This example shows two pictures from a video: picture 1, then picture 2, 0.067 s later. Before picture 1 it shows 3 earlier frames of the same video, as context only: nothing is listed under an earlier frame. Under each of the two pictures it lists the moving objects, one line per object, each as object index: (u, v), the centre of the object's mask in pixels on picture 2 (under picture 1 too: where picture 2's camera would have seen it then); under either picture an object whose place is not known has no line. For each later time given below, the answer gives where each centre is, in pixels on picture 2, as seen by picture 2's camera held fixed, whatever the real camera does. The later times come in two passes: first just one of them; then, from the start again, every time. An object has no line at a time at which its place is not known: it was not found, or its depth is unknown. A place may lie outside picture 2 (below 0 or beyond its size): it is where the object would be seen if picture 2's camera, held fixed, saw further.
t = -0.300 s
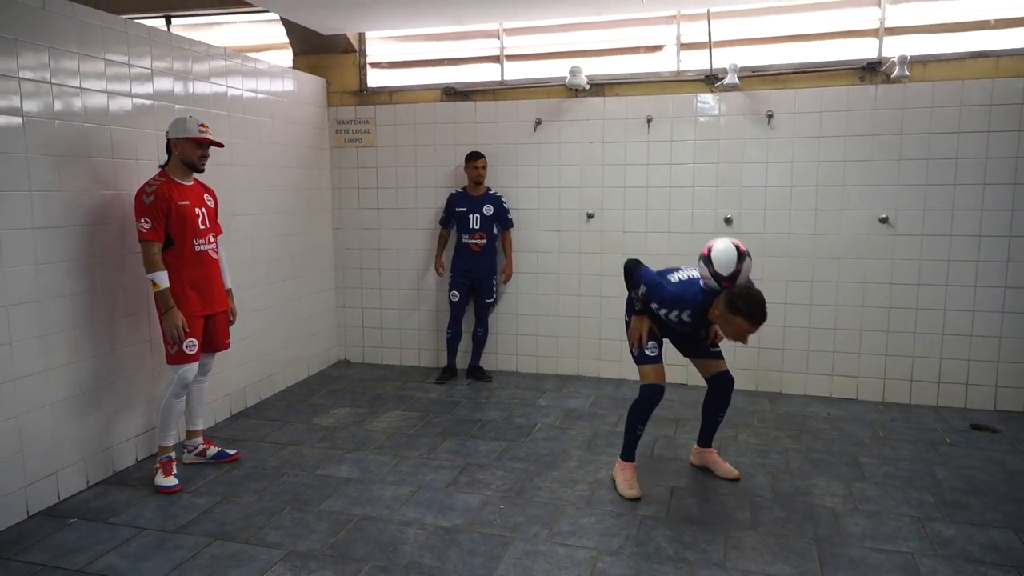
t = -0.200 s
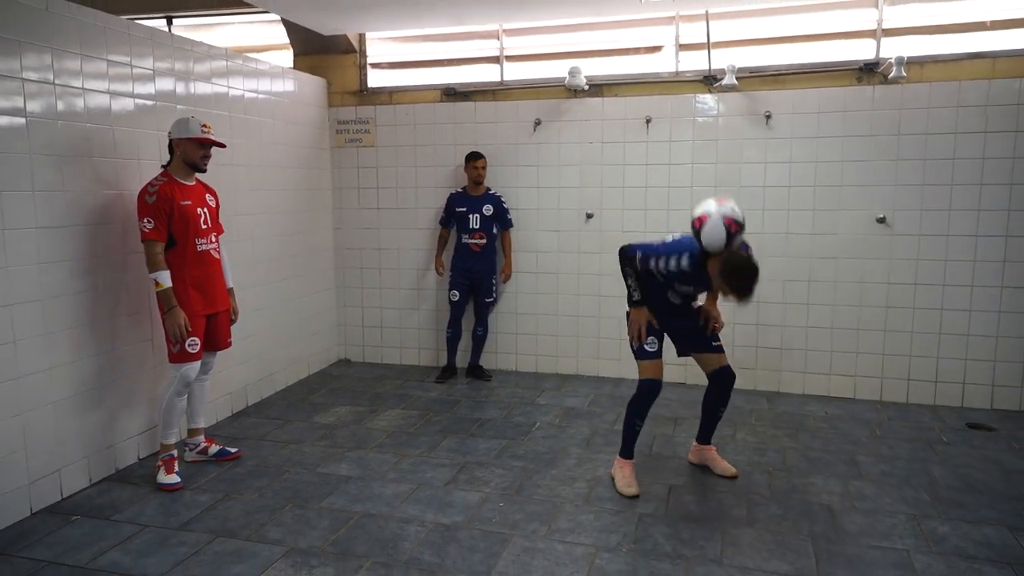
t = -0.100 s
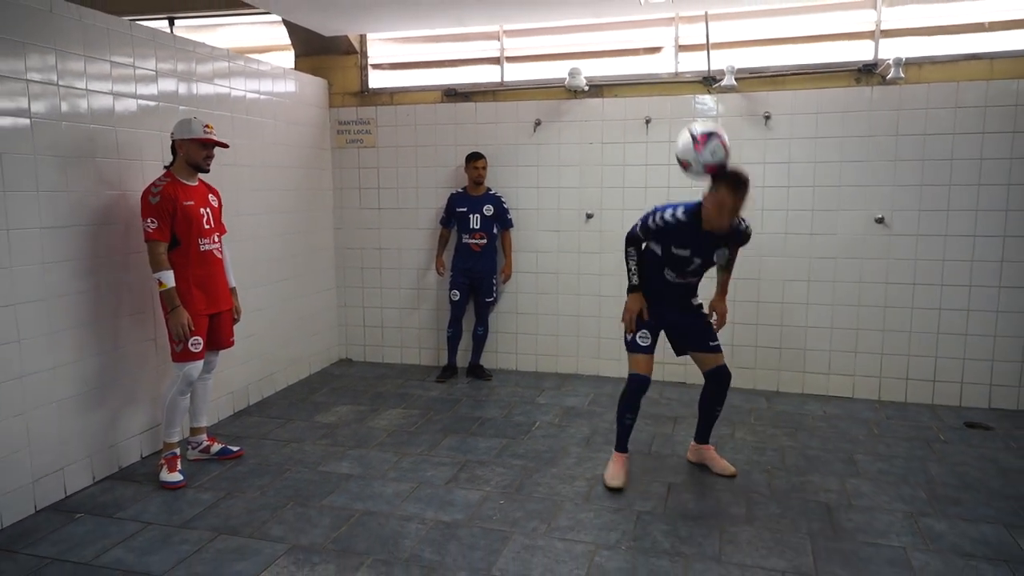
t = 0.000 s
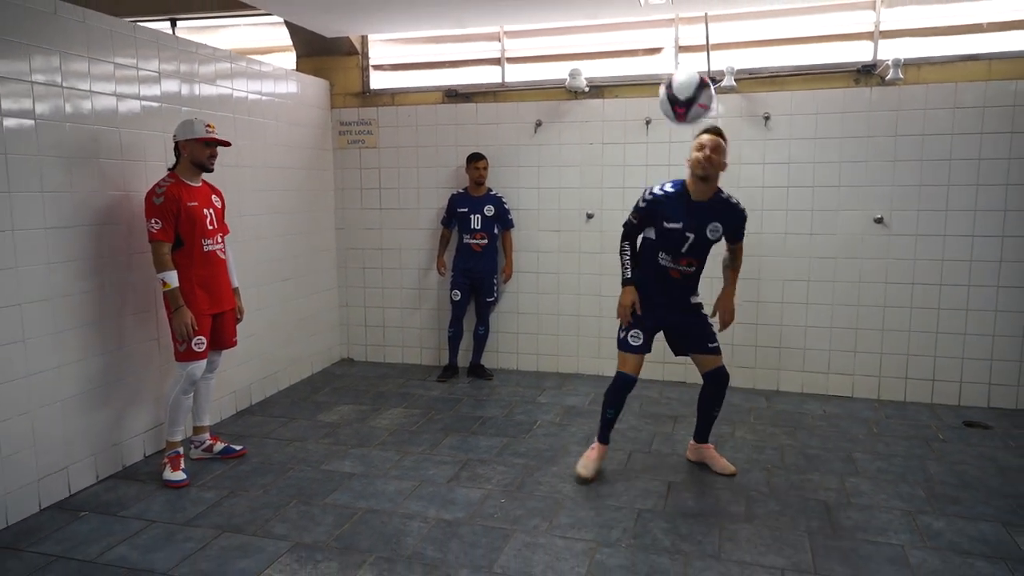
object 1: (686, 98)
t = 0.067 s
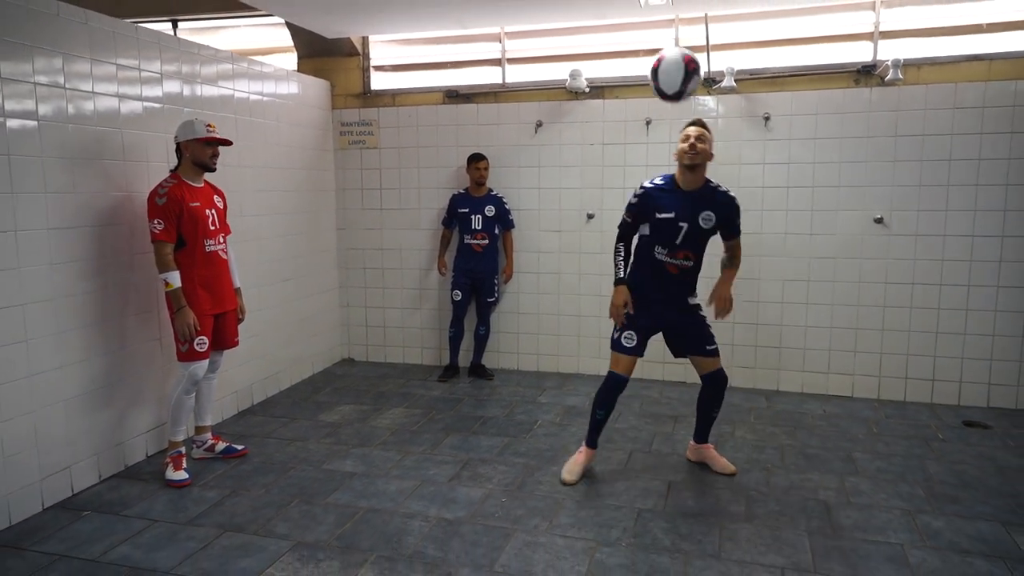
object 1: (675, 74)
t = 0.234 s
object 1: (646, 65)
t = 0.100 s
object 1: (669, 68)
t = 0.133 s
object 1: (664, 64)
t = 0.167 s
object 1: (658, 61)
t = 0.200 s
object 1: (652, 63)
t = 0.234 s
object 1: (646, 65)
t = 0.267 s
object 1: (640, 72)
